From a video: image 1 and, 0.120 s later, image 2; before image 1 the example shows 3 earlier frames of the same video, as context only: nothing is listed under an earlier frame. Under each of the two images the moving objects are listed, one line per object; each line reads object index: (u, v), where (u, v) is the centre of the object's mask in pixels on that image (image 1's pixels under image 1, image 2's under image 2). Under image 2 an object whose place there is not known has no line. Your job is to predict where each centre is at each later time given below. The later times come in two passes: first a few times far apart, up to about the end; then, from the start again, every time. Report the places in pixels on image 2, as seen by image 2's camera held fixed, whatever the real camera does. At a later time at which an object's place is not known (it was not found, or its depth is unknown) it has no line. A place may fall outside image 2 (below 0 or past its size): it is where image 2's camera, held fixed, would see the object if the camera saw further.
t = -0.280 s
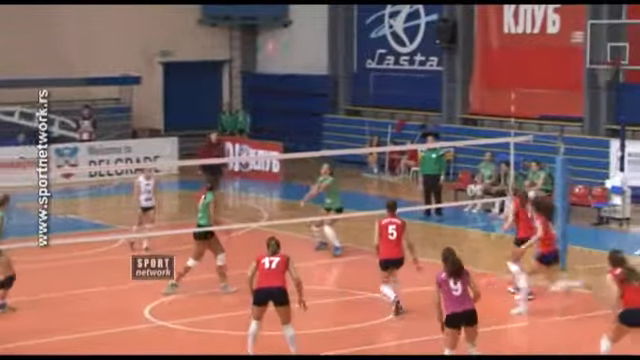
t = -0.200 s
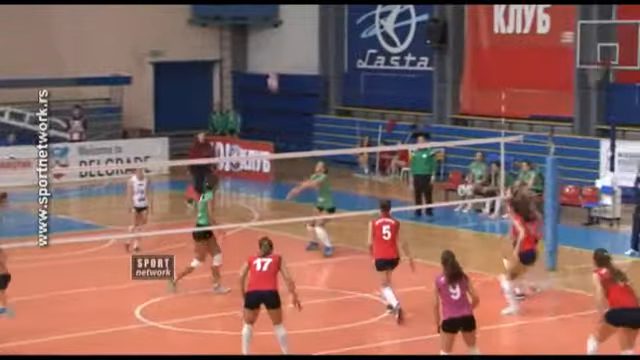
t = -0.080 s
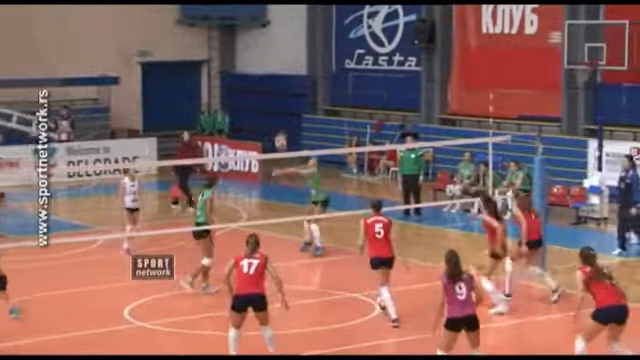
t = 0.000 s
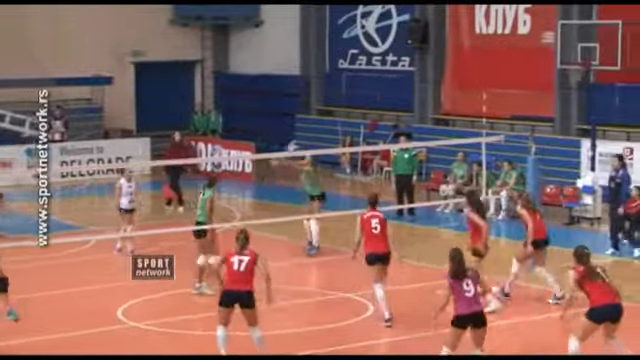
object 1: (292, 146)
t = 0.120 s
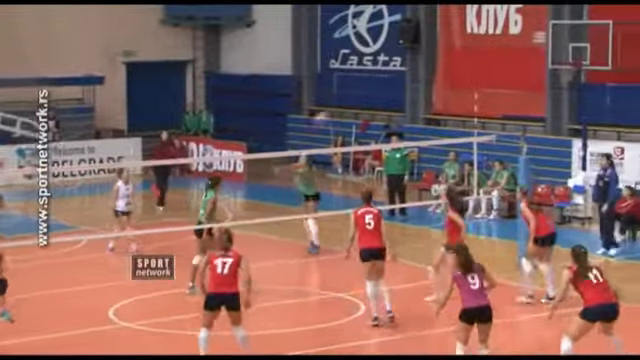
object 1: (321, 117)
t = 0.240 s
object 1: (362, 96)
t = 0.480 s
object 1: (451, 77)
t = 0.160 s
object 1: (334, 108)
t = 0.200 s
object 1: (349, 102)
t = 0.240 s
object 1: (362, 96)
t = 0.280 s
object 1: (376, 91)
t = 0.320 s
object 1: (390, 87)
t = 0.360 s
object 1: (404, 82)
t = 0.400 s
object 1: (421, 80)
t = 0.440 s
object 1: (433, 78)
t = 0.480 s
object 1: (451, 77)
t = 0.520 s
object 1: (468, 77)
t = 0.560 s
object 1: (483, 82)
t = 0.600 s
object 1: (501, 84)
